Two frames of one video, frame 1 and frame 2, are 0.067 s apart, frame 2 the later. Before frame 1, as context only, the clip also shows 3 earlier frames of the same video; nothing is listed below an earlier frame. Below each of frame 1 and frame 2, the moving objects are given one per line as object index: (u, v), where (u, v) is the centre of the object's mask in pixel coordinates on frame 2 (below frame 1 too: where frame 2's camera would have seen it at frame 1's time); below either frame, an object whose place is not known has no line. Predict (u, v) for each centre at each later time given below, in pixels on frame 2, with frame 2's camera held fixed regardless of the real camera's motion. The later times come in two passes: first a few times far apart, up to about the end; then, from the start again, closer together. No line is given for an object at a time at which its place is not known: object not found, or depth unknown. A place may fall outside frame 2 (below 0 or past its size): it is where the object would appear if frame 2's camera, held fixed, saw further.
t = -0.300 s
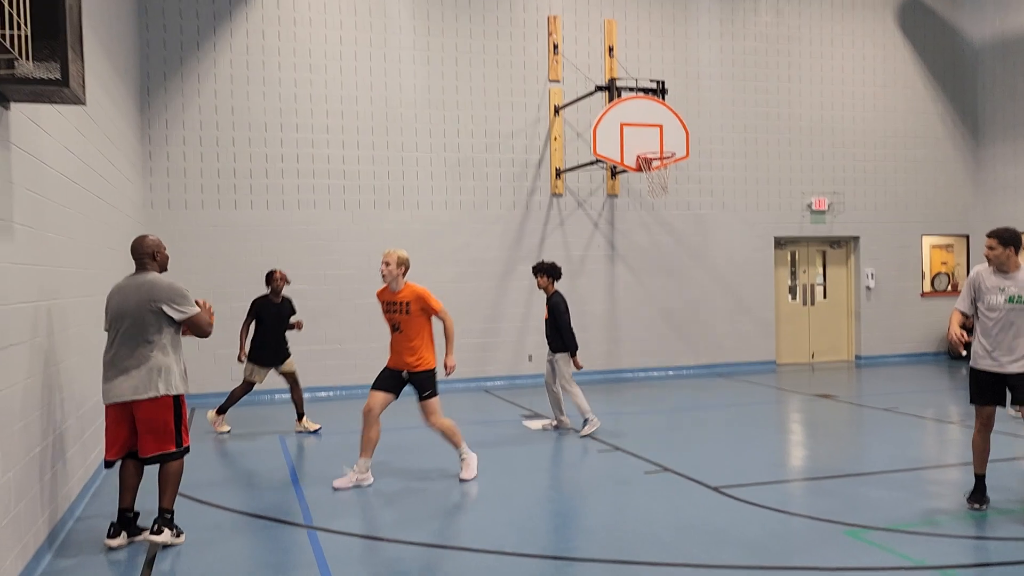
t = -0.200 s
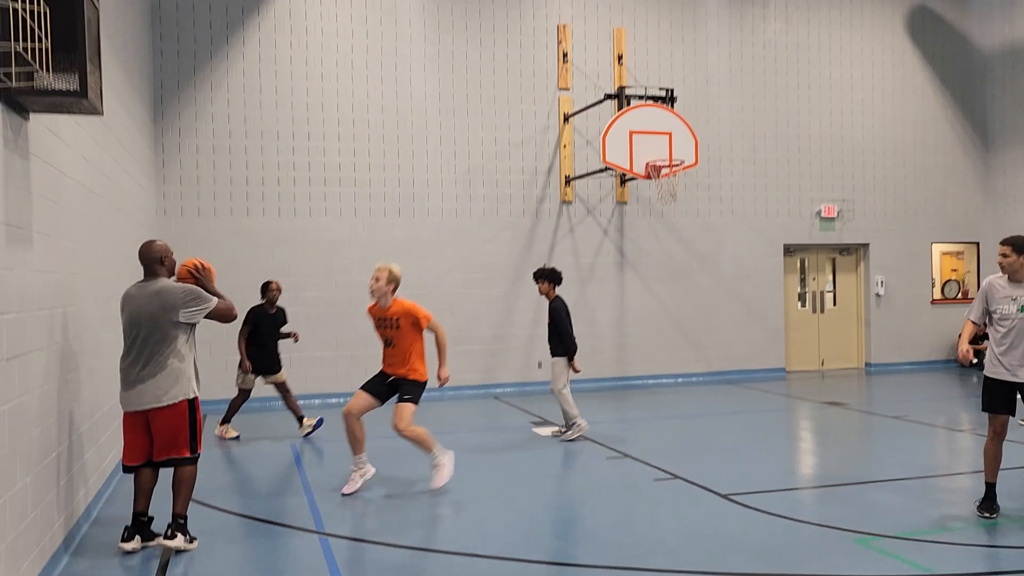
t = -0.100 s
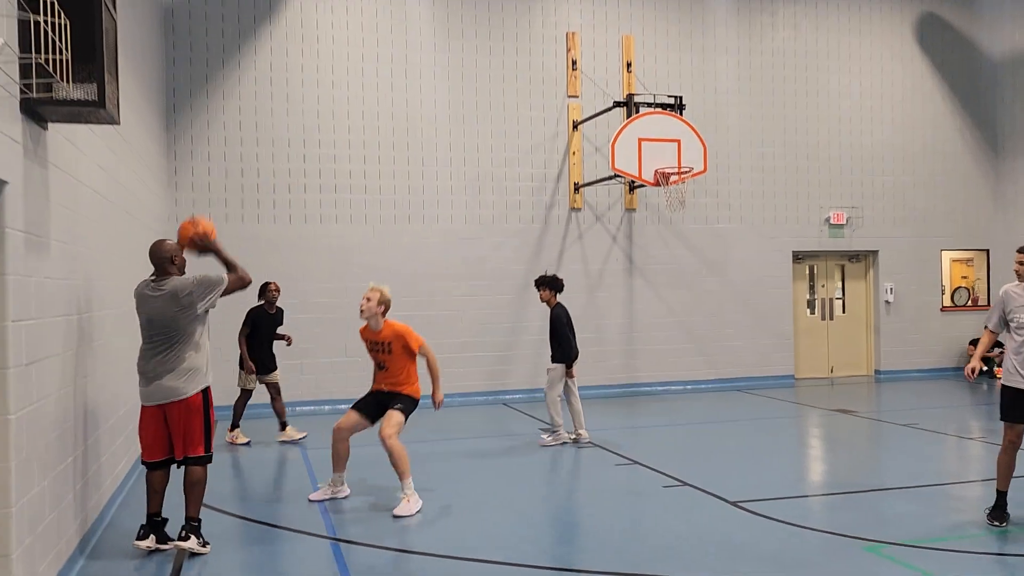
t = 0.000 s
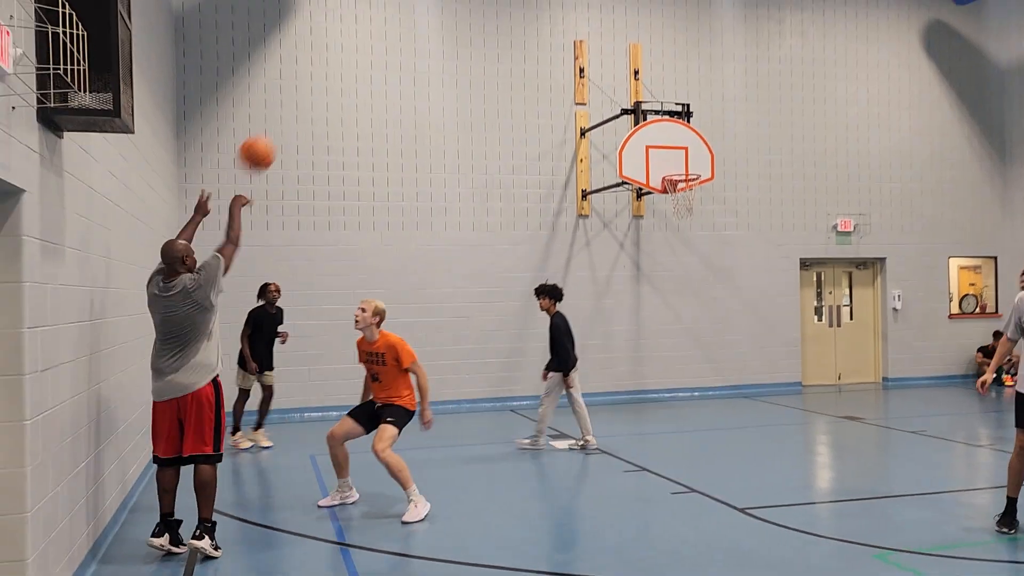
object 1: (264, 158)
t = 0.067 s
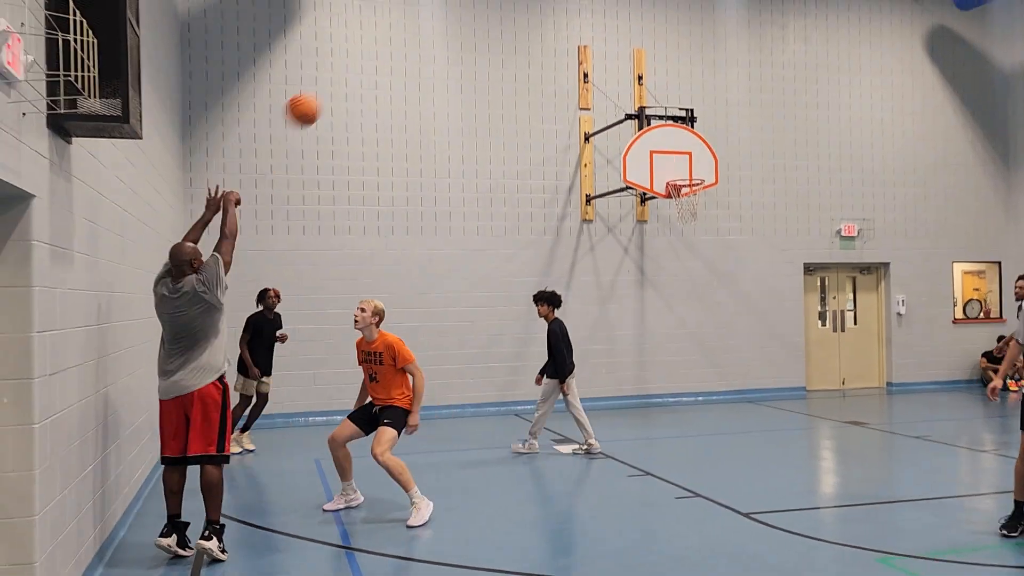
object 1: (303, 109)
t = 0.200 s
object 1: (375, 38)
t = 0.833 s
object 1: (596, 29)
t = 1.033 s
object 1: (642, 96)
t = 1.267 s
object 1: (682, 156)
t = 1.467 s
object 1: (695, 119)
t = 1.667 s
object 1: (709, 114)
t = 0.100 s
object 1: (322, 88)
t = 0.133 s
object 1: (340, 70)
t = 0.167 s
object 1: (357, 53)
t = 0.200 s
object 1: (375, 38)
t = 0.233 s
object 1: (391, 26)
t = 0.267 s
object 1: (405, 15)
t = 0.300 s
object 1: (421, 6)
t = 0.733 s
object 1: (569, 5)
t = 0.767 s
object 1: (579, 13)
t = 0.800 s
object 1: (588, 21)
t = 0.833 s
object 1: (596, 29)
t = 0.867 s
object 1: (605, 40)
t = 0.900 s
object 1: (612, 49)
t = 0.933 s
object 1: (620, 61)
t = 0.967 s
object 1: (628, 72)
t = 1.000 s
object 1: (635, 85)
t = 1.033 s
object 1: (642, 96)
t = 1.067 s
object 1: (649, 111)
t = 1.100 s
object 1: (656, 123)
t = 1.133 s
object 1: (663, 138)
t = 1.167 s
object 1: (670, 154)
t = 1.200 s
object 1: (676, 169)
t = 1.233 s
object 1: (679, 166)
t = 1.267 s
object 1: (682, 156)
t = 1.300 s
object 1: (684, 148)
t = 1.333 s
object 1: (686, 141)
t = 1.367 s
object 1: (689, 134)
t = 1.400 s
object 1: (691, 128)
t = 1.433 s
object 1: (693, 123)
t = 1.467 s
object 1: (695, 119)
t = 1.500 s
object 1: (696, 117)
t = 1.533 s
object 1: (700, 114)
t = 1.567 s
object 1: (702, 113)
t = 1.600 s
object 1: (704, 112)
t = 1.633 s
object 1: (707, 113)
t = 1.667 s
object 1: (709, 114)
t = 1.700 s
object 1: (711, 116)
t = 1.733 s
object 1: (714, 118)
